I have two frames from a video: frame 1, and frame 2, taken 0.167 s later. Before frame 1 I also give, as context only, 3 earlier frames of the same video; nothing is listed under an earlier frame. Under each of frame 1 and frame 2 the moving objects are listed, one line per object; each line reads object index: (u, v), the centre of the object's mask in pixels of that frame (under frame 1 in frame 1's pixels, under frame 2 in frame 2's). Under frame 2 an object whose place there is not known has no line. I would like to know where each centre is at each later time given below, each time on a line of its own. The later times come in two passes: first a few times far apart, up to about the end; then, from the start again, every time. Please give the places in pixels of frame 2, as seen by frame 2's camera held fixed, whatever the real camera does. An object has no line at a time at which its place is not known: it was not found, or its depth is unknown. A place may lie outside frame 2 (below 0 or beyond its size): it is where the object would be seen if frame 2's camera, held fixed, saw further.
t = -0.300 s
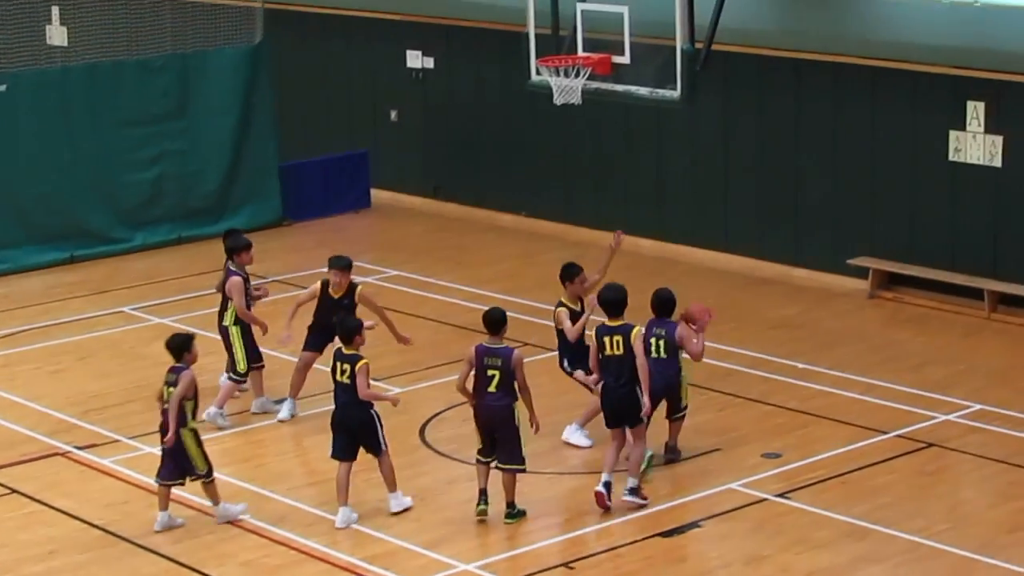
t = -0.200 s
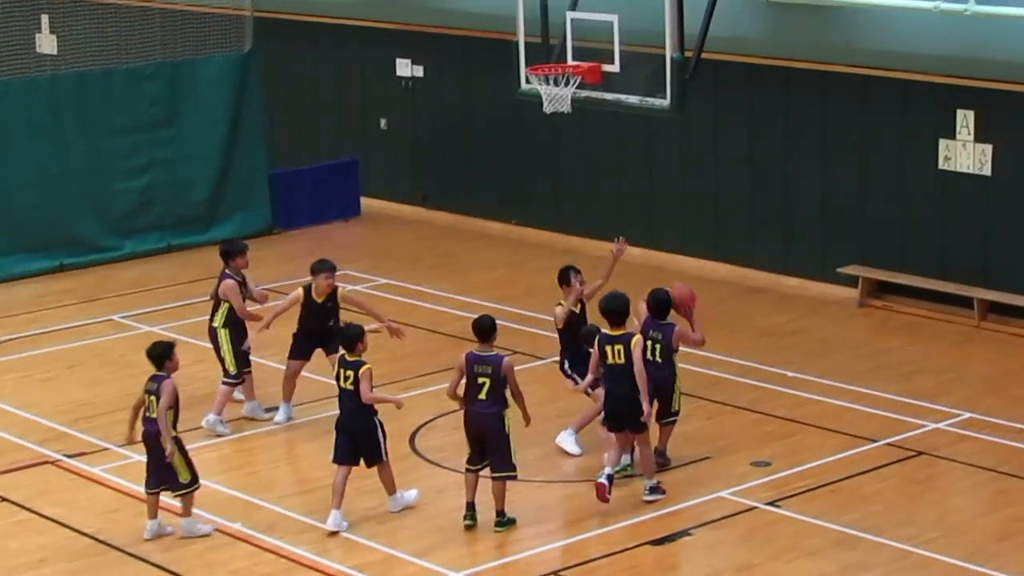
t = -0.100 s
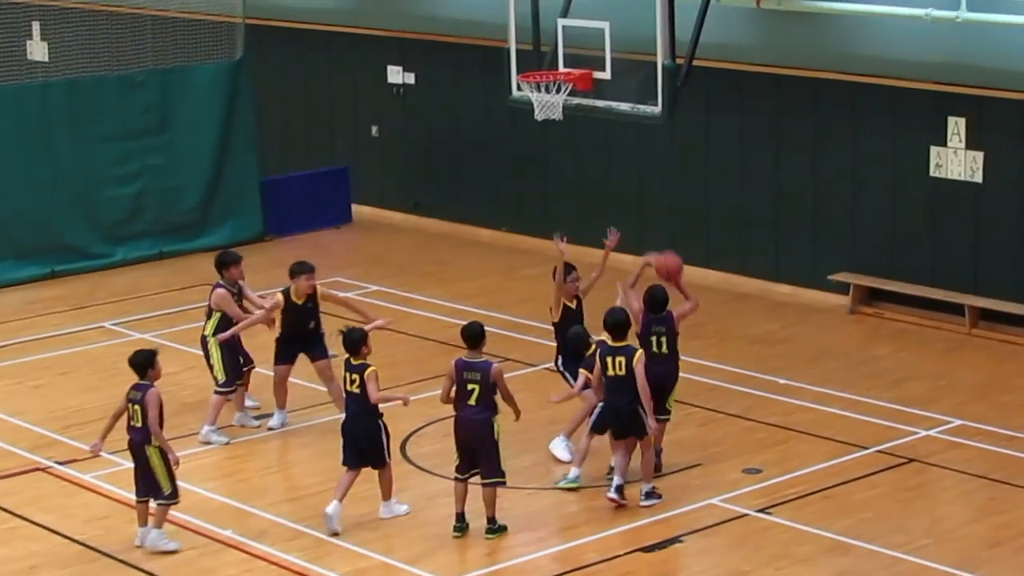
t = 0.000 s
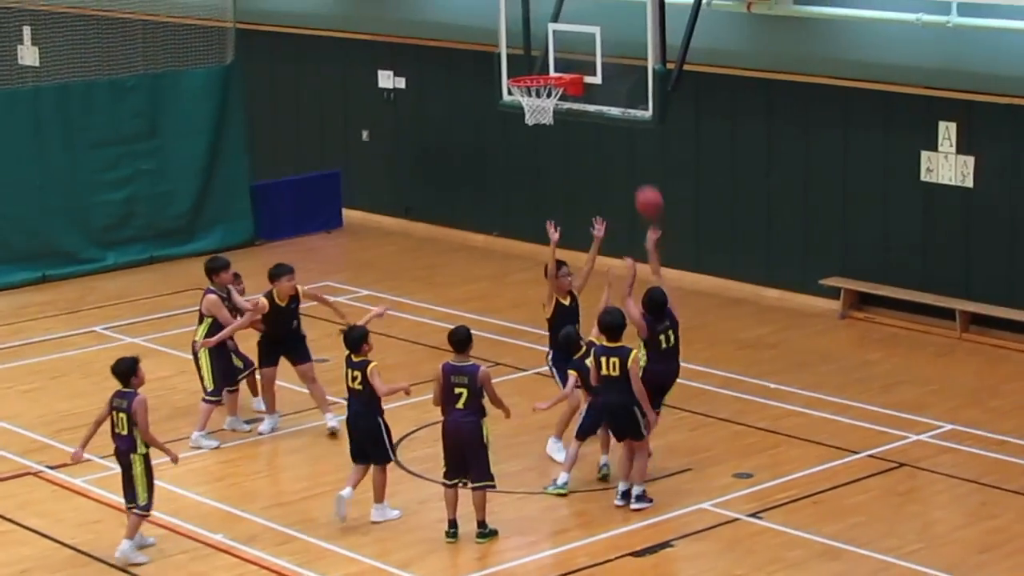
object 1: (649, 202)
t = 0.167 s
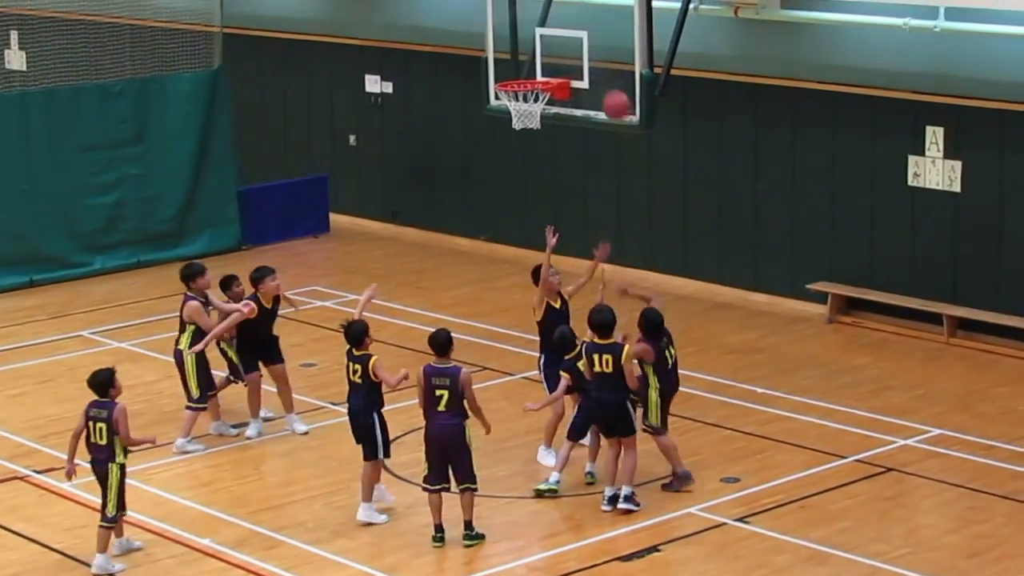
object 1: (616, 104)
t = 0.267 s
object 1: (606, 62)
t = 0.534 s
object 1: (575, 13)
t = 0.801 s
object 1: (538, 63)
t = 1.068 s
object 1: (510, 127)
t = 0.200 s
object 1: (613, 89)
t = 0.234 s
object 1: (609, 75)
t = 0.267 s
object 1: (606, 62)
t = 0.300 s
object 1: (602, 51)
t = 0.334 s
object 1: (598, 41)
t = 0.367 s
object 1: (595, 32)
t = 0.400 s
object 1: (591, 25)
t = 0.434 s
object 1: (588, 19)
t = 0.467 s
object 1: (584, 14)
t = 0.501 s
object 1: (580, 13)
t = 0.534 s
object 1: (575, 13)
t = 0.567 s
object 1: (570, 15)
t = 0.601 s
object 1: (566, 18)
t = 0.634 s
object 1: (561, 22)
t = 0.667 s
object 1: (557, 28)
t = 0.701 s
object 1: (552, 35)
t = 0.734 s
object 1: (548, 43)
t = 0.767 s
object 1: (543, 53)
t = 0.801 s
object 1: (538, 63)
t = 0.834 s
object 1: (534, 75)
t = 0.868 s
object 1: (528, 80)
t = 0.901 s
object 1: (524, 96)
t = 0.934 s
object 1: (518, 100)
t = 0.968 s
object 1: (513, 108)
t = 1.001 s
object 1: (517, 110)
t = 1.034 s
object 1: (510, 128)
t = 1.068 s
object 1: (510, 127)
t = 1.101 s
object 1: (511, 130)
